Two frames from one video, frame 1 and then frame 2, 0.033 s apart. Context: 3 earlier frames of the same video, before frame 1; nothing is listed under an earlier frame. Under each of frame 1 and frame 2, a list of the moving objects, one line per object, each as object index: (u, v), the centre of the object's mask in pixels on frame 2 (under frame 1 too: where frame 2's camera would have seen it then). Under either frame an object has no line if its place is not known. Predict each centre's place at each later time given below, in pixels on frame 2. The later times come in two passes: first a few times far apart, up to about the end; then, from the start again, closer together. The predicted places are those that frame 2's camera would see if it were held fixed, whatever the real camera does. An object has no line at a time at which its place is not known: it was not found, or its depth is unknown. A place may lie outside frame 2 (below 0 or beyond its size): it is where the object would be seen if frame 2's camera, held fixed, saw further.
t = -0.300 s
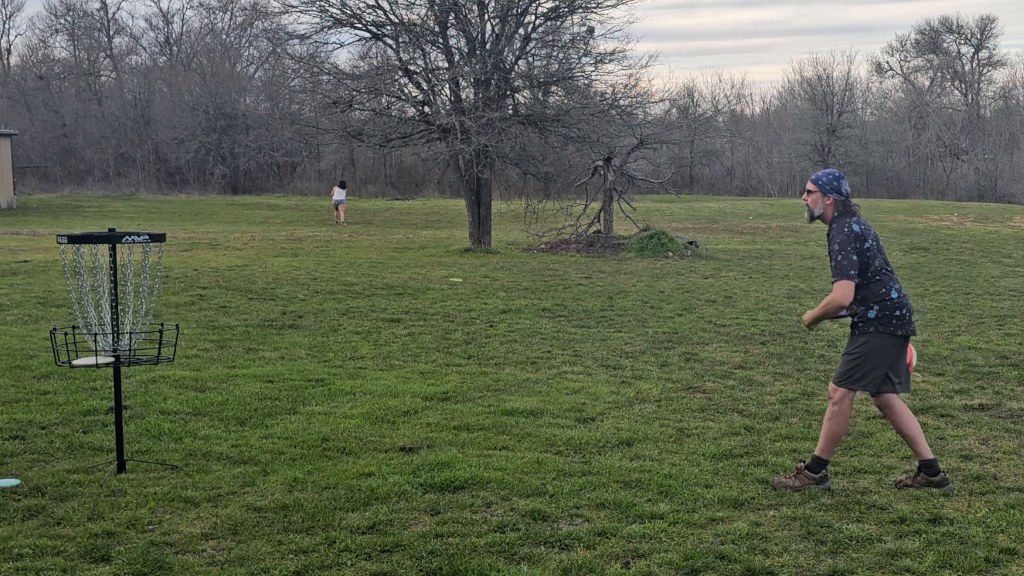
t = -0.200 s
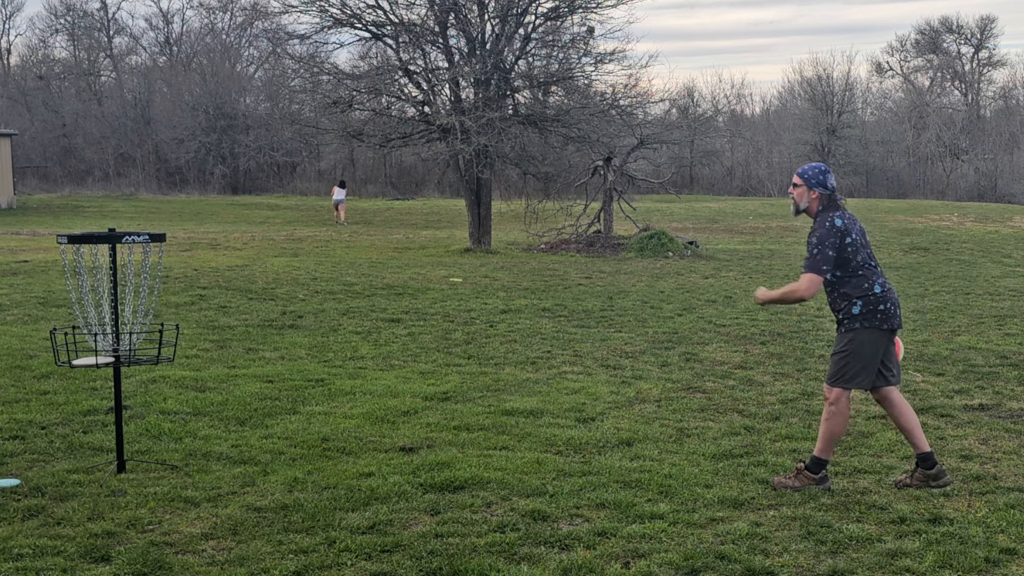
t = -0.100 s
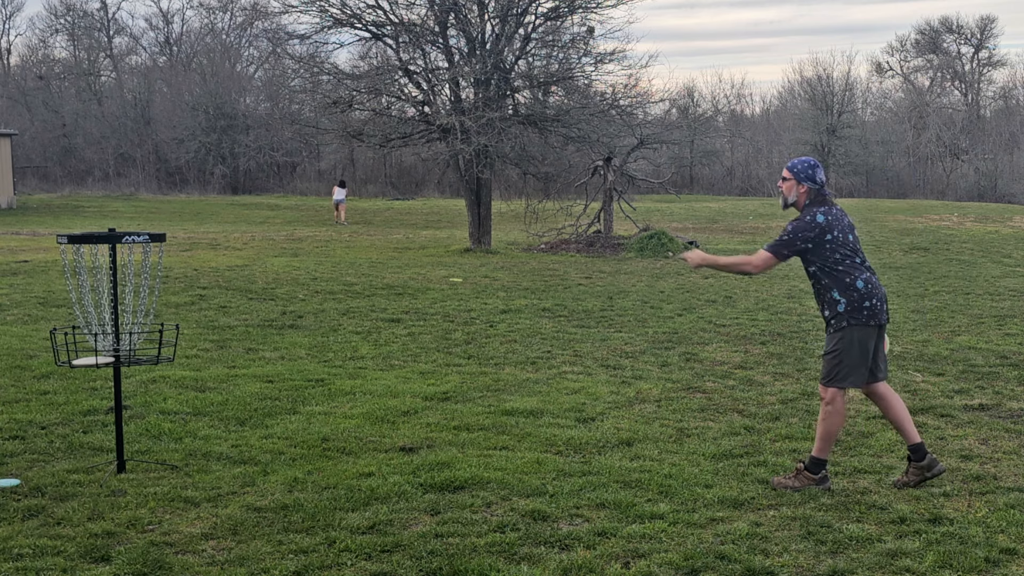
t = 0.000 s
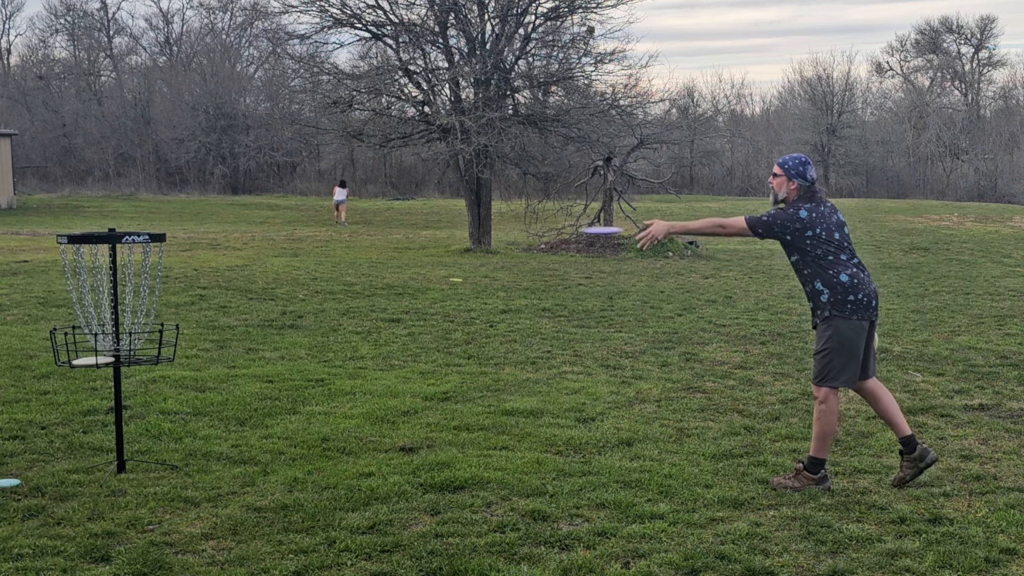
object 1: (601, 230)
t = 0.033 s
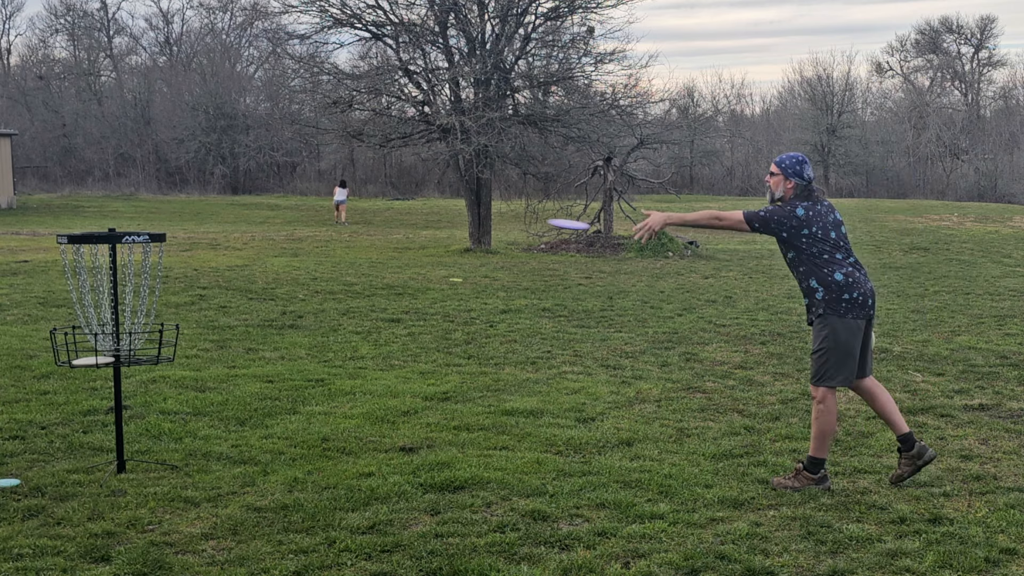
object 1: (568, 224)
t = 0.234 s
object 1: (371, 227)
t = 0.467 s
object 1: (155, 291)
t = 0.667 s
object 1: (125, 322)
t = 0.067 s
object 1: (535, 220)
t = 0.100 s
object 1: (501, 218)
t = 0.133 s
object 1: (470, 217)
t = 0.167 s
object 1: (436, 219)
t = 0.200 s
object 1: (404, 222)
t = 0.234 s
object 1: (371, 227)
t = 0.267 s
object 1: (338, 233)
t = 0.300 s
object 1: (307, 240)
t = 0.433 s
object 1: (183, 280)
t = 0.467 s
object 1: (155, 291)
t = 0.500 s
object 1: (141, 298)
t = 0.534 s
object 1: (134, 302)
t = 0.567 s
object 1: (130, 307)
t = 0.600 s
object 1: (128, 312)
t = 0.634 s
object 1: (127, 316)
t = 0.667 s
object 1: (125, 322)
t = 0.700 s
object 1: (124, 328)
